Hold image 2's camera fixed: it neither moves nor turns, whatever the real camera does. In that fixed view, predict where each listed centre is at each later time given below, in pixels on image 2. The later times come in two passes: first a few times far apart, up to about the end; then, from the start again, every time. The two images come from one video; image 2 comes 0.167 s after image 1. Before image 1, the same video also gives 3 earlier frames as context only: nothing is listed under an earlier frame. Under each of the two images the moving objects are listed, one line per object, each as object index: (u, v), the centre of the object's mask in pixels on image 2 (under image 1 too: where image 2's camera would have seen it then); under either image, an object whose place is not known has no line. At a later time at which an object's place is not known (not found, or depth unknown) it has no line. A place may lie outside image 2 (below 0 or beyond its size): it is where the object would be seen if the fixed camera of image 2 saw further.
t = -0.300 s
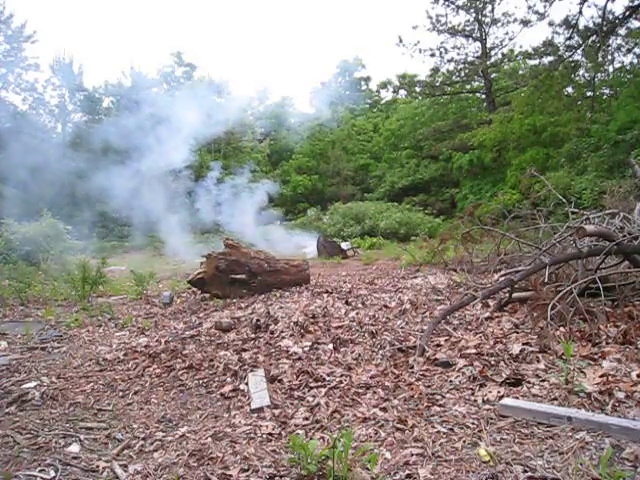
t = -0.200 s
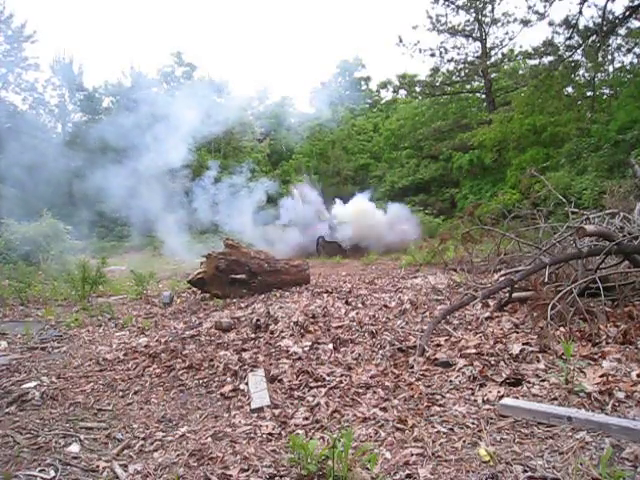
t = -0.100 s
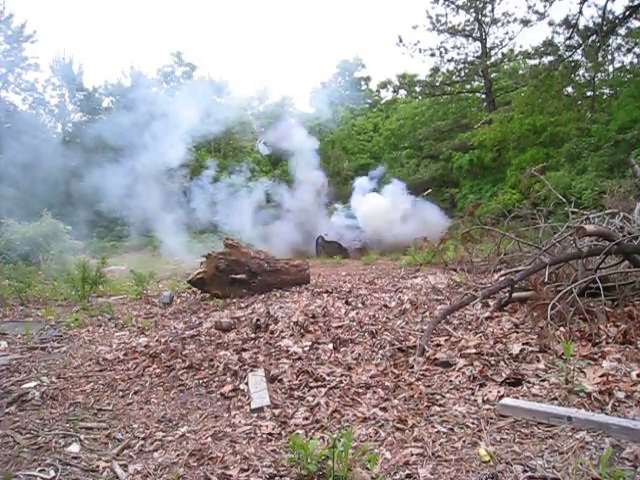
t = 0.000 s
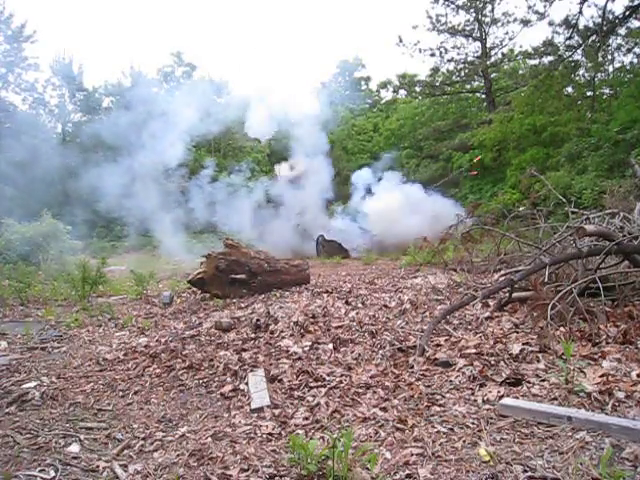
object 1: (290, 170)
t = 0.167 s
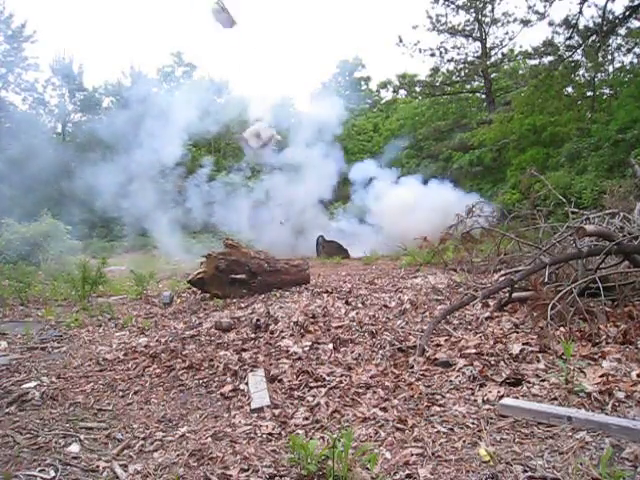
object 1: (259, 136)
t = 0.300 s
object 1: (244, 124)
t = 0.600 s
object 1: (195, 131)
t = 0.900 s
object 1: (166, 175)
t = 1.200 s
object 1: (134, 249)
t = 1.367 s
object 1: (136, 246)
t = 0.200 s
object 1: (255, 132)
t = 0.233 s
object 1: (250, 126)
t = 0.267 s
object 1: (246, 123)
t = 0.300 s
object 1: (244, 124)
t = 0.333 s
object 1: (240, 123)
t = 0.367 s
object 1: (233, 123)
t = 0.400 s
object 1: (229, 124)
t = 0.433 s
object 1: (217, 123)
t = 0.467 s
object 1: (214, 124)
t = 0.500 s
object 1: (212, 126)
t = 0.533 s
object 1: (209, 126)
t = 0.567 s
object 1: (201, 128)
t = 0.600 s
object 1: (195, 131)
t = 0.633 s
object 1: (194, 135)
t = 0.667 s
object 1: (190, 137)
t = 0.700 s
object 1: (186, 140)
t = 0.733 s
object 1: (182, 145)
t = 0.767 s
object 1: (180, 149)
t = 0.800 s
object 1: (179, 156)
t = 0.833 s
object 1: (175, 162)
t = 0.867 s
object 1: (171, 168)
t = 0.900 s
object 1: (166, 175)
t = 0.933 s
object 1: (161, 184)
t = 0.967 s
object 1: (157, 191)
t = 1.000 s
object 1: (154, 199)
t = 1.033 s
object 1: (148, 209)
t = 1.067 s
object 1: (143, 216)
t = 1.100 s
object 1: (142, 224)
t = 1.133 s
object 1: (138, 235)
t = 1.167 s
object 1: (135, 243)
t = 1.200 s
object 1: (134, 249)
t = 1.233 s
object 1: (135, 249)
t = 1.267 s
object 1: (135, 248)
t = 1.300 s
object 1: (136, 247)
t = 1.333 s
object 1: (136, 246)
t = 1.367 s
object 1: (136, 246)
